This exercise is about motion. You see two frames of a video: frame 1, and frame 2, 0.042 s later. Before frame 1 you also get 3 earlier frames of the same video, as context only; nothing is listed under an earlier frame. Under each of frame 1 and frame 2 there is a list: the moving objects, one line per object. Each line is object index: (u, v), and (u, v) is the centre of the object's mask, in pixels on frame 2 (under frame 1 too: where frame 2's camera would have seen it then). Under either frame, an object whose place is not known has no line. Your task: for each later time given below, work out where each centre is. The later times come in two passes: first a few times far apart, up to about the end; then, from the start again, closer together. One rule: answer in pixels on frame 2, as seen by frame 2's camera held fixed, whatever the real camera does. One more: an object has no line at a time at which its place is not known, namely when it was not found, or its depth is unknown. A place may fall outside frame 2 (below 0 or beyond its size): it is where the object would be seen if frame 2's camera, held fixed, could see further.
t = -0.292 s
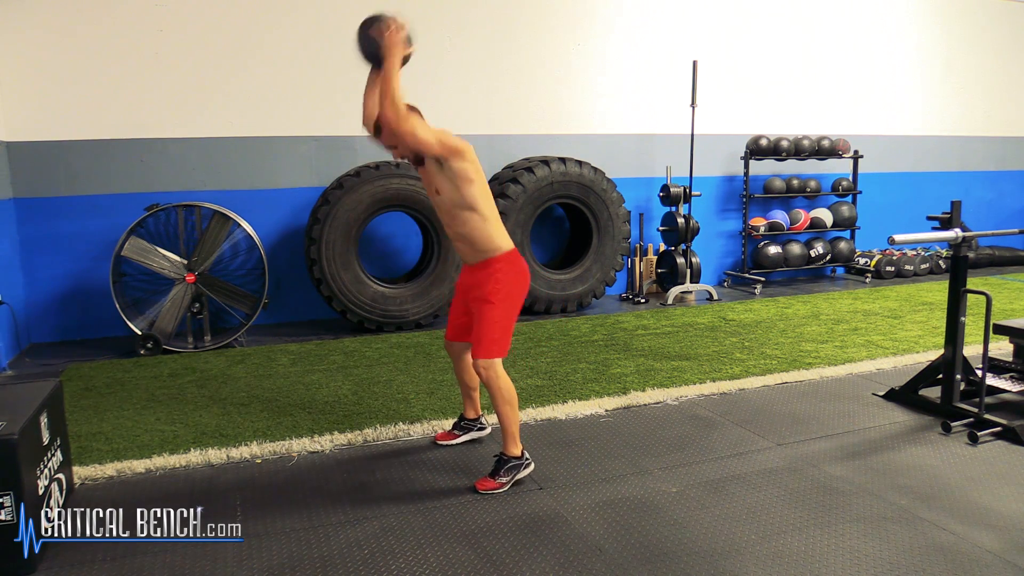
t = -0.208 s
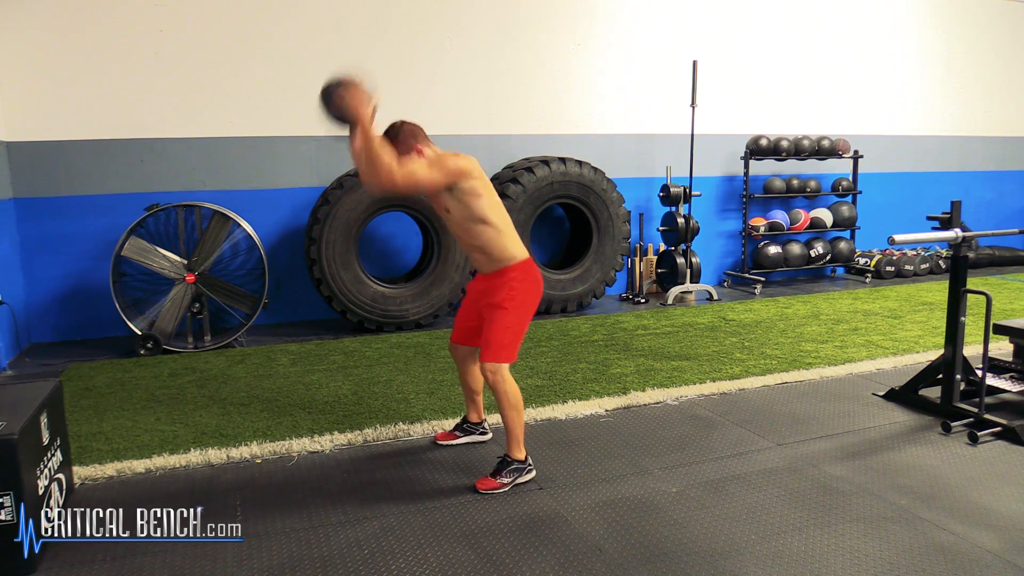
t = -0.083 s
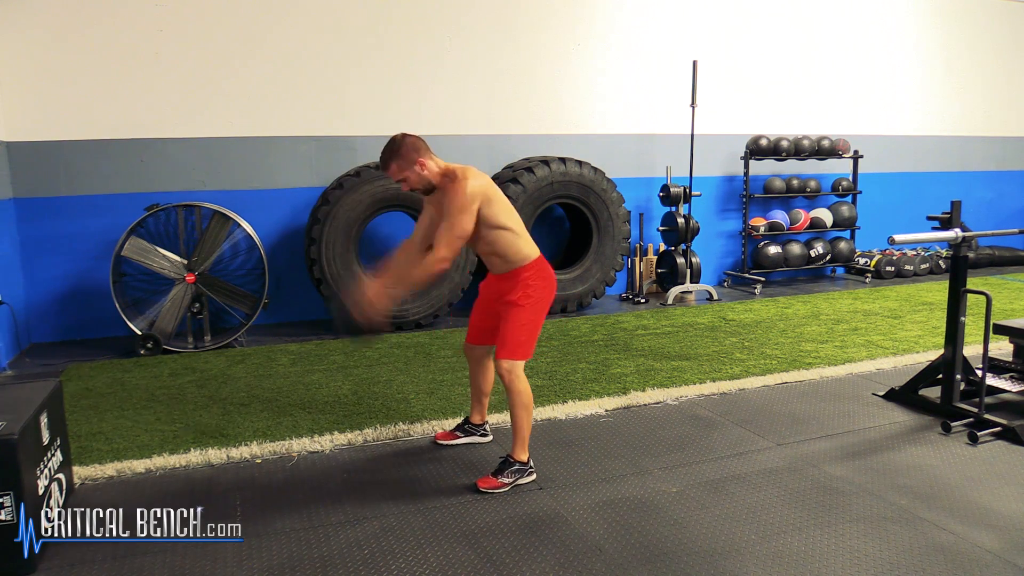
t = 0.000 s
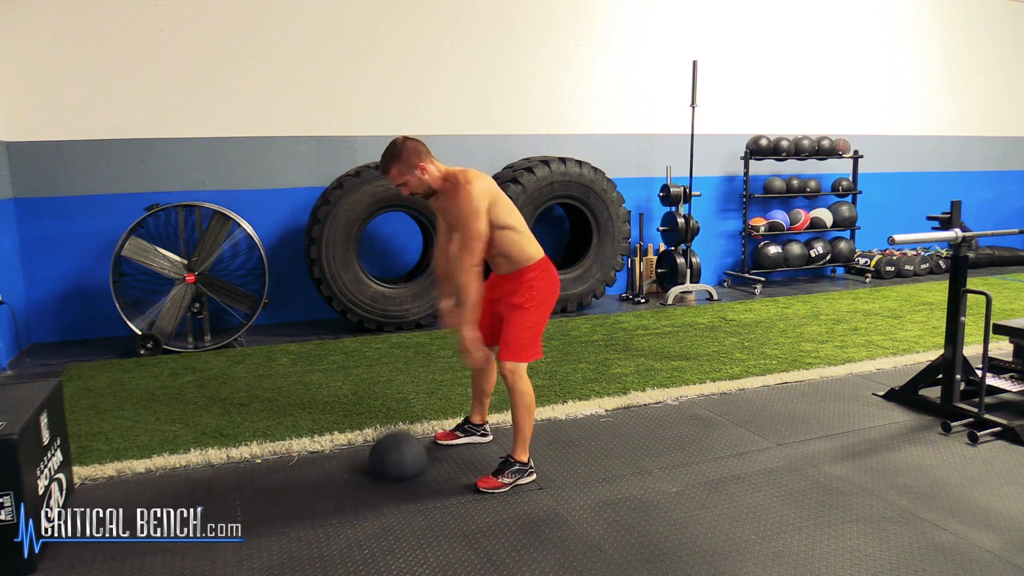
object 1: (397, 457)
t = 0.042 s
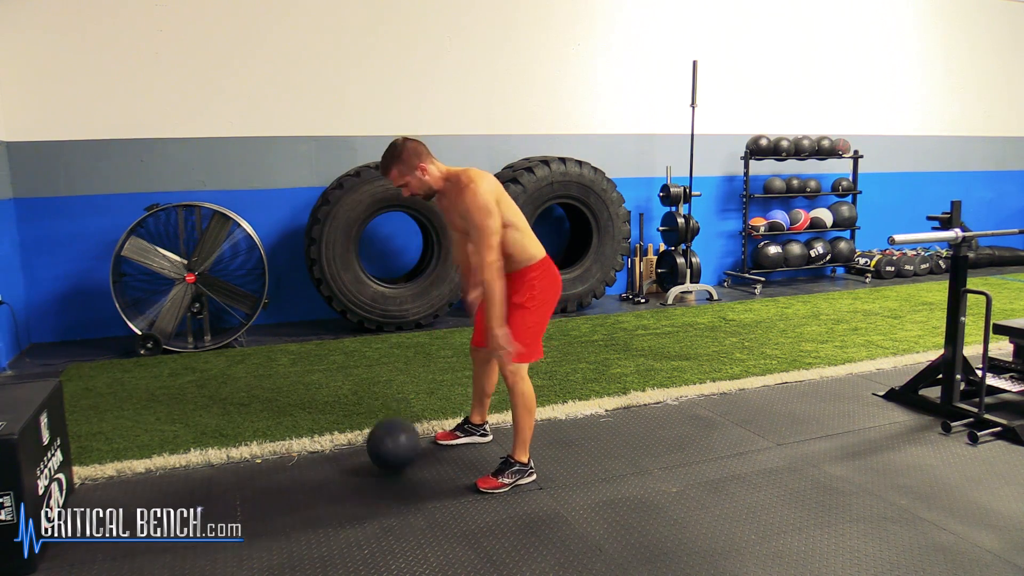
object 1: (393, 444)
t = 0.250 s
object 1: (394, 414)
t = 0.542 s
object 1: (410, 460)
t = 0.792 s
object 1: (419, 462)
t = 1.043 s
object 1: (413, 461)
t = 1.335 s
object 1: (411, 460)
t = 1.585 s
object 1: (414, 461)
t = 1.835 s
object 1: (413, 461)
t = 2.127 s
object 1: (413, 461)
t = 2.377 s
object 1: (413, 461)
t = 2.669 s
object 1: (413, 461)
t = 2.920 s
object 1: (413, 461)
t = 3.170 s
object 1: (413, 461)
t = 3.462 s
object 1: (413, 461)
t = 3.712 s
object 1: (413, 461)
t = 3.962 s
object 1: (413, 461)
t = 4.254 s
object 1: (413, 461)
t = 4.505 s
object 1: (413, 461)
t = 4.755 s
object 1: (413, 461)
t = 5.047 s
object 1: (413, 461)
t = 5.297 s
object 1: (413, 461)
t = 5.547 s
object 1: (413, 461)
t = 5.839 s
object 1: (413, 461)
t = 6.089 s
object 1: (413, 461)
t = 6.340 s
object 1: (413, 461)
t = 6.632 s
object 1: (413, 461)
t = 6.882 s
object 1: (413, 461)
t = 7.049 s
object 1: (413, 461)
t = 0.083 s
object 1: (392, 432)
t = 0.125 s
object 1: (392, 424)
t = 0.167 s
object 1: (392, 417)
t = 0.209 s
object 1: (392, 414)
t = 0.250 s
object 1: (394, 414)
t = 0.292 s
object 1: (395, 419)
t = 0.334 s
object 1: (397, 426)
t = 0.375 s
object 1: (399, 438)
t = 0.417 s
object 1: (400, 455)
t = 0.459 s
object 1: (401, 462)
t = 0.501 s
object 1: (405, 458)
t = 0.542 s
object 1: (410, 460)
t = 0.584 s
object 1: (414, 461)
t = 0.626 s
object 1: (416, 461)
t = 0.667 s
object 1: (418, 462)
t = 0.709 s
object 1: (419, 462)
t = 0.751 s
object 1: (419, 462)
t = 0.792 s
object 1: (419, 462)
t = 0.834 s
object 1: (419, 462)
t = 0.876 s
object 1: (418, 462)
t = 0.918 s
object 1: (417, 462)
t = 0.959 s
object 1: (415, 461)
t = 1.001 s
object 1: (414, 461)
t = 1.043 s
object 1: (413, 461)
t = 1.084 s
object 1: (412, 460)
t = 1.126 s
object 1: (411, 460)
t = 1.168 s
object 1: (411, 460)
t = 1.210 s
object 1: (410, 460)
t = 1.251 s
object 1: (411, 460)
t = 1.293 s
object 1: (411, 460)
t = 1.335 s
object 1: (411, 460)
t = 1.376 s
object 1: (412, 460)
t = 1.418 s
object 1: (412, 461)
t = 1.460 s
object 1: (413, 461)
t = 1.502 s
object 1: (413, 461)
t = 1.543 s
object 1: (414, 461)
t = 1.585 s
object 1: (414, 461)
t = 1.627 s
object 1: (414, 461)
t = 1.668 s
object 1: (414, 461)
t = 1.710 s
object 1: (413, 461)
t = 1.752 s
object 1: (413, 461)
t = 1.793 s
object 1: (413, 461)
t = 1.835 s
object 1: (413, 461)
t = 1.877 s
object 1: (413, 461)
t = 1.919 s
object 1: (413, 461)
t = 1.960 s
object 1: (413, 461)
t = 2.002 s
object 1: (413, 461)
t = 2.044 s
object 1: (413, 461)
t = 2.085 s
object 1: (413, 461)
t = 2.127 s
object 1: (413, 461)
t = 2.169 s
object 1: (413, 461)
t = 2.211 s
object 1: (413, 461)
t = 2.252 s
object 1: (413, 461)
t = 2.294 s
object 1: (413, 461)
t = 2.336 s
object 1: (413, 461)
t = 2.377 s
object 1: (413, 461)
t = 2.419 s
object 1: (413, 461)
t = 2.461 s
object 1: (413, 461)
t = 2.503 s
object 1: (413, 461)
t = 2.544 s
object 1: (413, 461)
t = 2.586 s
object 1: (413, 461)
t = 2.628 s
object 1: (413, 461)
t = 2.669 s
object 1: (413, 461)
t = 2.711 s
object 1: (413, 461)
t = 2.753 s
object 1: (413, 461)
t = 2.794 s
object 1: (413, 461)
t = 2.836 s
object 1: (413, 461)
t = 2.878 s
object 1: (413, 461)
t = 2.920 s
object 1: (413, 461)
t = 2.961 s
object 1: (413, 461)
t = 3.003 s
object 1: (413, 461)
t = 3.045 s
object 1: (413, 461)
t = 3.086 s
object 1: (413, 461)
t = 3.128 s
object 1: (413, 461)
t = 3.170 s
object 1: (413, 461)
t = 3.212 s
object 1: (413, 461)
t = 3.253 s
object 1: (413, 461)
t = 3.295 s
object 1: (413, 461)
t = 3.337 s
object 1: (413, 461)
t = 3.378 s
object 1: (413, 461)
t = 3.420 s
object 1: (413, 461)
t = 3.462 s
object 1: (413, 461)
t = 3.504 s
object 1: (413, 461)
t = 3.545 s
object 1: (413, 461)
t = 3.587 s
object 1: (413, 461)
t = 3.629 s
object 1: (413, 461)
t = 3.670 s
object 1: (413, 461)
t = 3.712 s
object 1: (413, 461)
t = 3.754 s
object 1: (413, 461)
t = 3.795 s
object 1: (413, 461)
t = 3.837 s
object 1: (413, 461)
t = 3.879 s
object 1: (413, 461)
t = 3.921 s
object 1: (413, 461)
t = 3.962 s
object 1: (413, 461)
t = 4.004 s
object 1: (413, 461)
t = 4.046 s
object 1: (413, 461)
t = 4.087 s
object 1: (413, 461)
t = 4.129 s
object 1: (413, 461)
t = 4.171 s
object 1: (413, 461)
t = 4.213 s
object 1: (413, 461)
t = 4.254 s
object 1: (413, 461)
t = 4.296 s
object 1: (413, 461)
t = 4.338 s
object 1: (413, 461)
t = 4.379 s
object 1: (413, 461)
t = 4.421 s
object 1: (413, 461)
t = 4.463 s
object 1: (413, 461)
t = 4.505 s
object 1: (413, 461)
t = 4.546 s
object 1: (413, 461)
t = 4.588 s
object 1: (413, 461)
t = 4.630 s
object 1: (413, 461)
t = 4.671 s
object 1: (413, 461)
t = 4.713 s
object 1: (413, 461)
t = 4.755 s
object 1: (413, 461)
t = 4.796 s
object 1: (413, 461)
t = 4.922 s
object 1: (413, 461)
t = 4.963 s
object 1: (413, 461)
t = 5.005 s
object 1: (413, 461)
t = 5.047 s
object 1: (413, 461)
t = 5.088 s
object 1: (413, 461)
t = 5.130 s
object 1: (413, 461)
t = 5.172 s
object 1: (413, 461)
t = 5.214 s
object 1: (413, 461)
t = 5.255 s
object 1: (413, 461)
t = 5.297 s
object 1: (413, 461)
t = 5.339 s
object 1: (413, 461)
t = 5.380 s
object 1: (413, 461)
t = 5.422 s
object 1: (413, 461)
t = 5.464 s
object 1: (413, 461)
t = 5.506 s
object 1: (413, 461)
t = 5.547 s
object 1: (413, 461)
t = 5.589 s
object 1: (413, 461)
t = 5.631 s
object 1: (413, 461)
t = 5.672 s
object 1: (413, 461)
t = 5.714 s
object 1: (413, 461)
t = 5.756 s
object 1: (413, 461)
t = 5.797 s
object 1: (413, 461)
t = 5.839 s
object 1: (413, 461)
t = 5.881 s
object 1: (413, 461)
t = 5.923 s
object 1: (413, 461)
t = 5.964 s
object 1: (413, 461)
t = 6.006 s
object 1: (413, 461)
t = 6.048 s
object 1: (413, 461)
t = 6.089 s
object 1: (413, 461)
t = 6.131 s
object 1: (413, 461)
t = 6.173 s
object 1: (413, 461)
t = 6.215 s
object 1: (413, 461)
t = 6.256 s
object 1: (413, 461)
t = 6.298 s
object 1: (413, 461)
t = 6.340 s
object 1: (413, 461)
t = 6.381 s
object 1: (413, 461)
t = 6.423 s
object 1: (413, 461)
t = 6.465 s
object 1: (413, 461)
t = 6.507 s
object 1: (413, 461)
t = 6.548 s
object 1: (413, 461)
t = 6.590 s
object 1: (413, 461)
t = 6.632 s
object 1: (413, 461)
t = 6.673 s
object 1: (413, 461)
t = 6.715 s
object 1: (413, 461)
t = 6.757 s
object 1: (413, 461)
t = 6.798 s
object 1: (413, 461)
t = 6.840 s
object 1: (413, 461)
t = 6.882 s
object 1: (413, 461)
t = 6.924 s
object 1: (413, 461)
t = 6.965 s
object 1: (413, 461)
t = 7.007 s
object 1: (413, 461)
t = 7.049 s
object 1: (413, 461)
